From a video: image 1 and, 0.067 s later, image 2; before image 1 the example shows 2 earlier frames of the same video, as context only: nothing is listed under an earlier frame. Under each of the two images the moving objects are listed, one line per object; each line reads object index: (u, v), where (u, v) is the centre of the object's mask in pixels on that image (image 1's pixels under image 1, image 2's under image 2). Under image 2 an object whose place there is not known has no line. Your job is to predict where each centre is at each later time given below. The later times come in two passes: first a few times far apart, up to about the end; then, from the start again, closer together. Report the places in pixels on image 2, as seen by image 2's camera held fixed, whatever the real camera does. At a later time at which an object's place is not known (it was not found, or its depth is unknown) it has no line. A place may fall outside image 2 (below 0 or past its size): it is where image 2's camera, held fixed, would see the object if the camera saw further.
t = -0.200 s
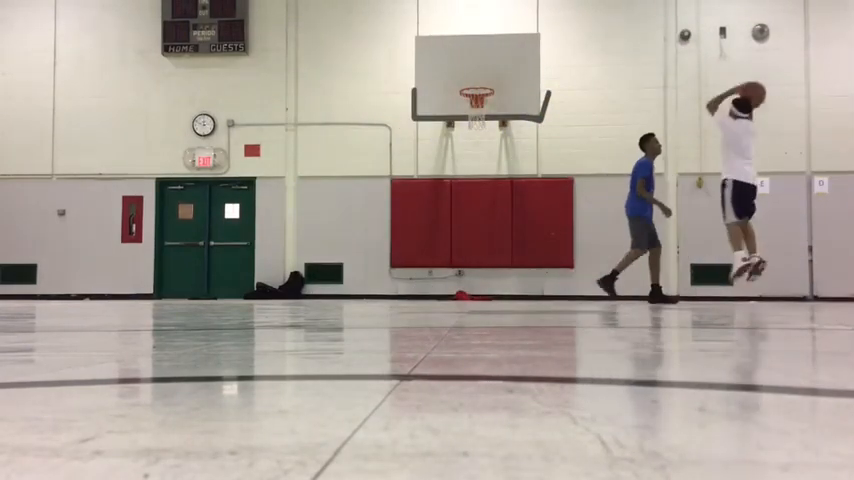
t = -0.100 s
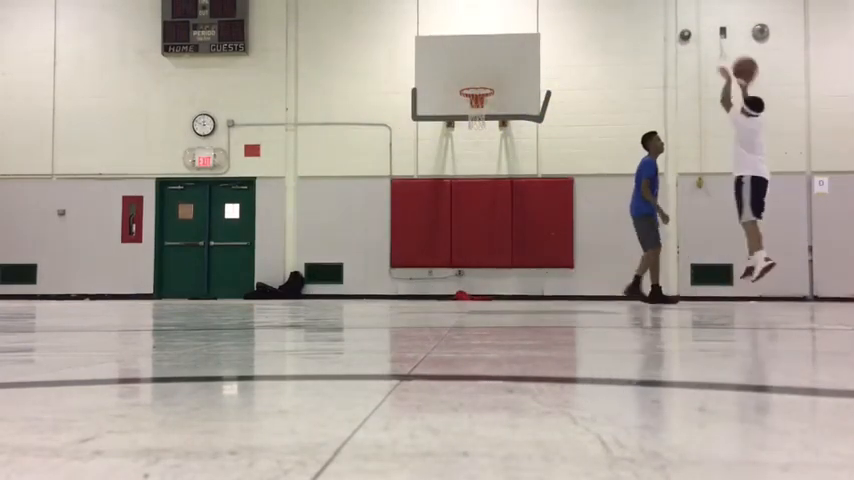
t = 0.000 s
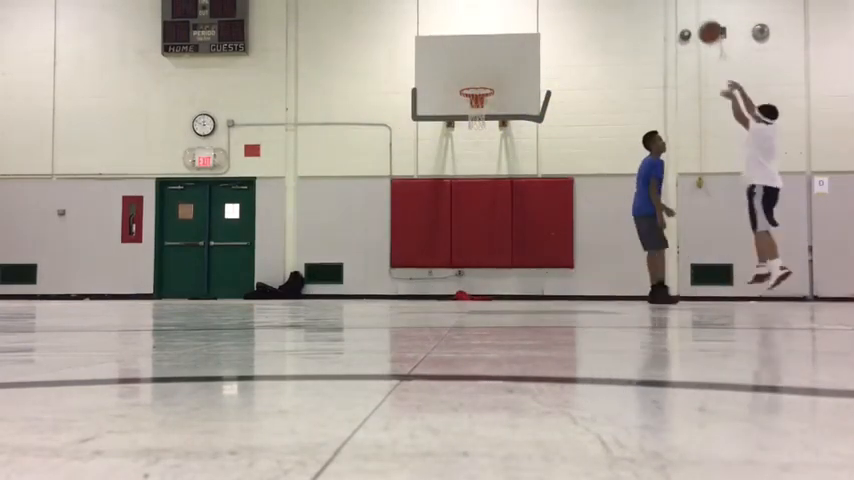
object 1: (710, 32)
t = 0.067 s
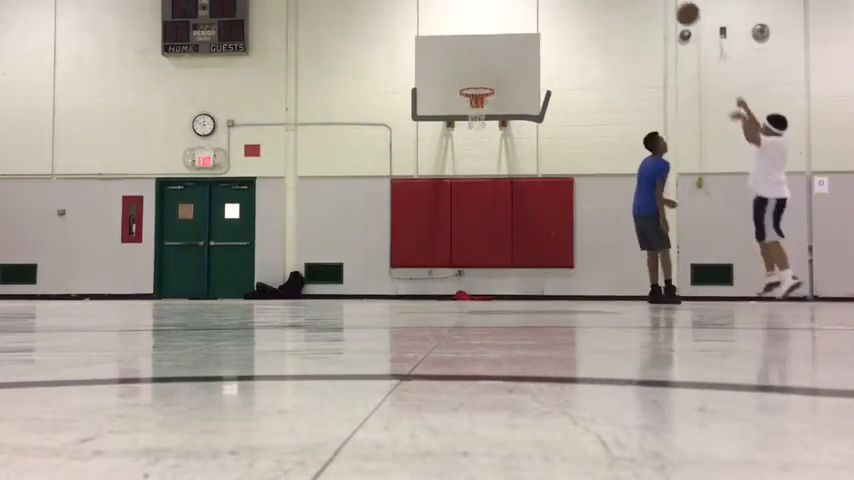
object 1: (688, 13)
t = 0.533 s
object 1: (560, 4)
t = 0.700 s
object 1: (524, 34)
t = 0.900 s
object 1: (495, 76)
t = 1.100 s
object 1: (515, 48)
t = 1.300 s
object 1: (536, 47)
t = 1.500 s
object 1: (558, 74)
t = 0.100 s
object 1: (676, 8)
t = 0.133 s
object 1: (666, 5)
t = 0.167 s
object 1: (656, 3)
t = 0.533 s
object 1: (560, 4)
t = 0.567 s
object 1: (552, 7)
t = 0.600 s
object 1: (545, 12)
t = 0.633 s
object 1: (538, 18)
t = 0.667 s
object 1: (531, 26)
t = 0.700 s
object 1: (524, 34)
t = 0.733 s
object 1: (517, 43)
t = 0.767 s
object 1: (510, 52)
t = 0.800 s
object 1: (504, 62)
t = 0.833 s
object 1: (497, 72)
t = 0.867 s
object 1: (492, 81)
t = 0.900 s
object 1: (495, 76)
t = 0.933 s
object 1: (498, 70)
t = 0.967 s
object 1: (502, 64)
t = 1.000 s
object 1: (505, 59)
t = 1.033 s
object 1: (508, 55)
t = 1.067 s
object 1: (512, 51)
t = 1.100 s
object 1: (515, 48)
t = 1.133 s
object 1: (519, 46)
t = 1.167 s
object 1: (523, 44)
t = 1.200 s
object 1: (526, 43)
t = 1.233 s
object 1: (529, 44)
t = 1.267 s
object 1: (533, 45)
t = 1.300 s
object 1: (536, 47)
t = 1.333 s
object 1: (540, 49)
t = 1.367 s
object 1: (543, 53)
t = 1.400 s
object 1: (547, 57)
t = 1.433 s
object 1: (550, 62)
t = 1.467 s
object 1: (554, 67)
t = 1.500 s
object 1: (558, 74)
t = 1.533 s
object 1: (561, 81)
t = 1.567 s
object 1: (565, 89)
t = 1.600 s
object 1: (569, 98)
